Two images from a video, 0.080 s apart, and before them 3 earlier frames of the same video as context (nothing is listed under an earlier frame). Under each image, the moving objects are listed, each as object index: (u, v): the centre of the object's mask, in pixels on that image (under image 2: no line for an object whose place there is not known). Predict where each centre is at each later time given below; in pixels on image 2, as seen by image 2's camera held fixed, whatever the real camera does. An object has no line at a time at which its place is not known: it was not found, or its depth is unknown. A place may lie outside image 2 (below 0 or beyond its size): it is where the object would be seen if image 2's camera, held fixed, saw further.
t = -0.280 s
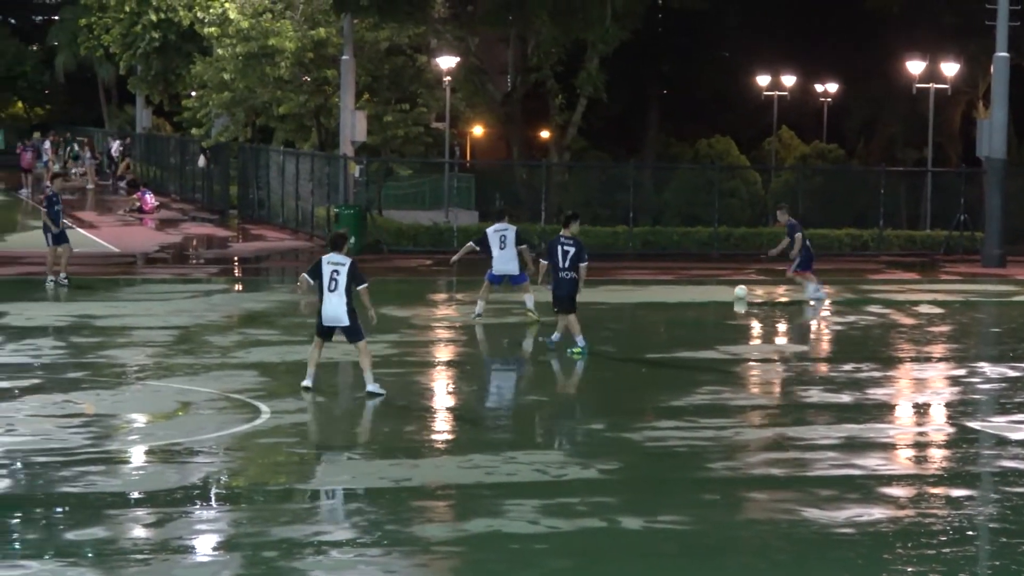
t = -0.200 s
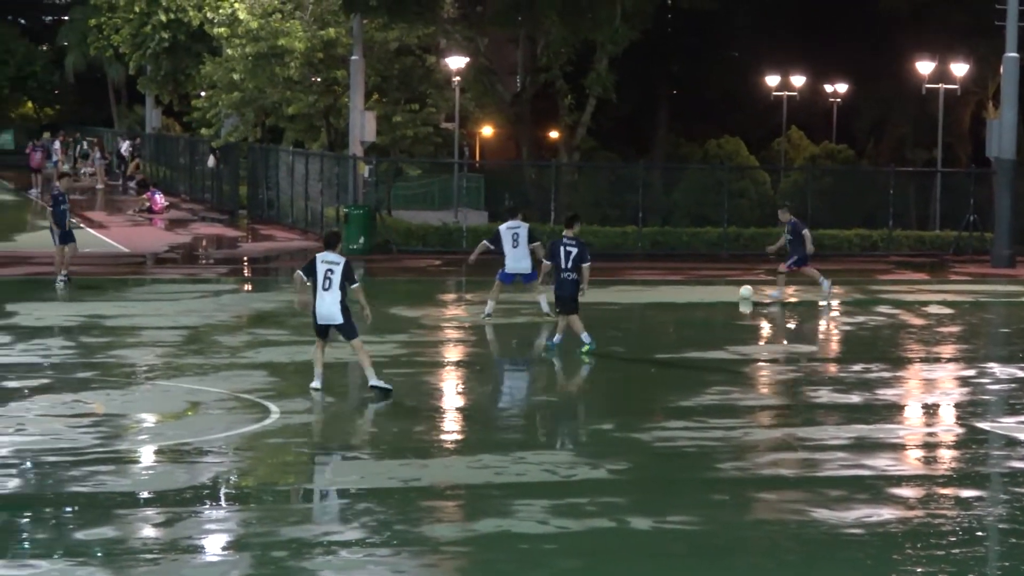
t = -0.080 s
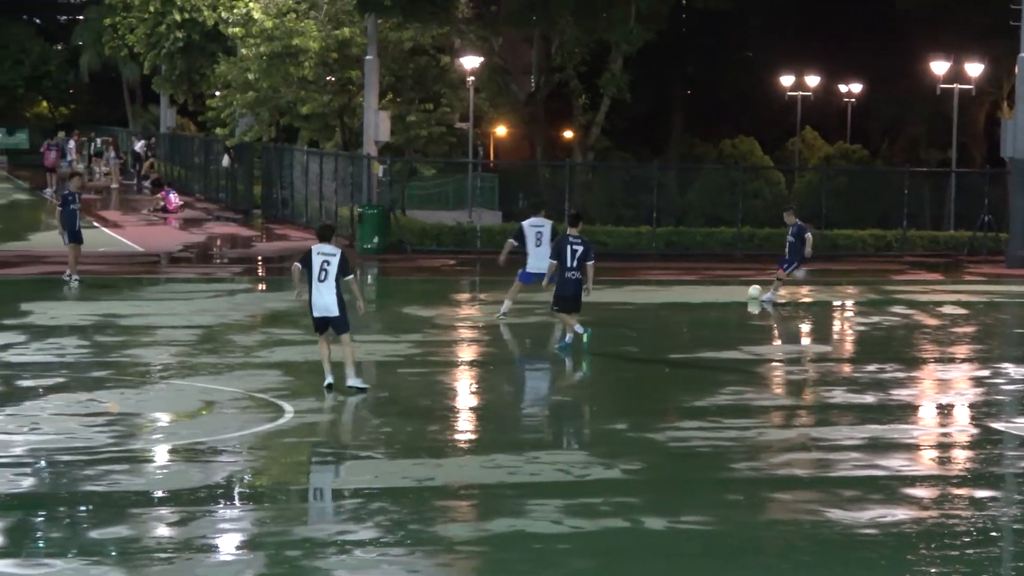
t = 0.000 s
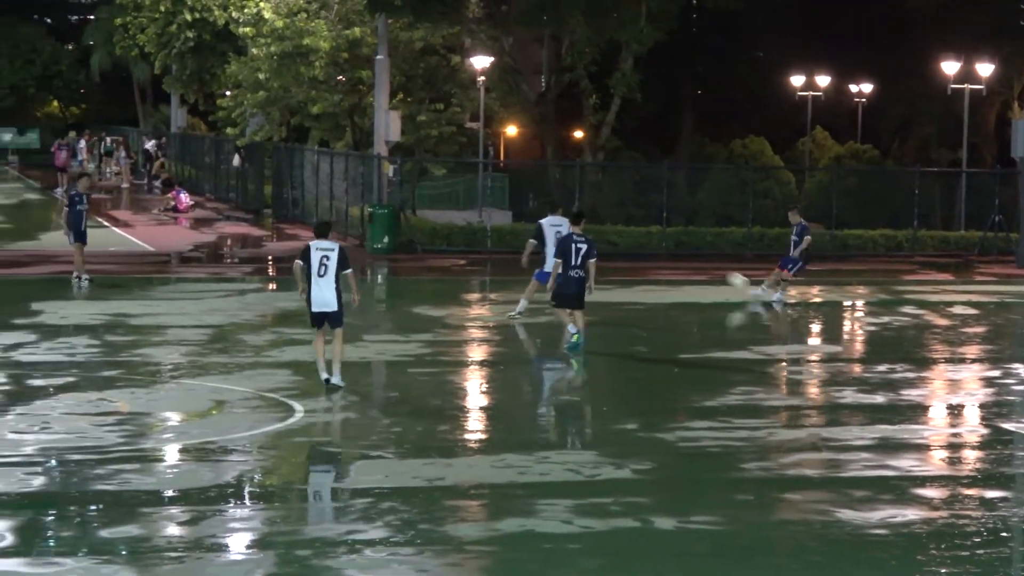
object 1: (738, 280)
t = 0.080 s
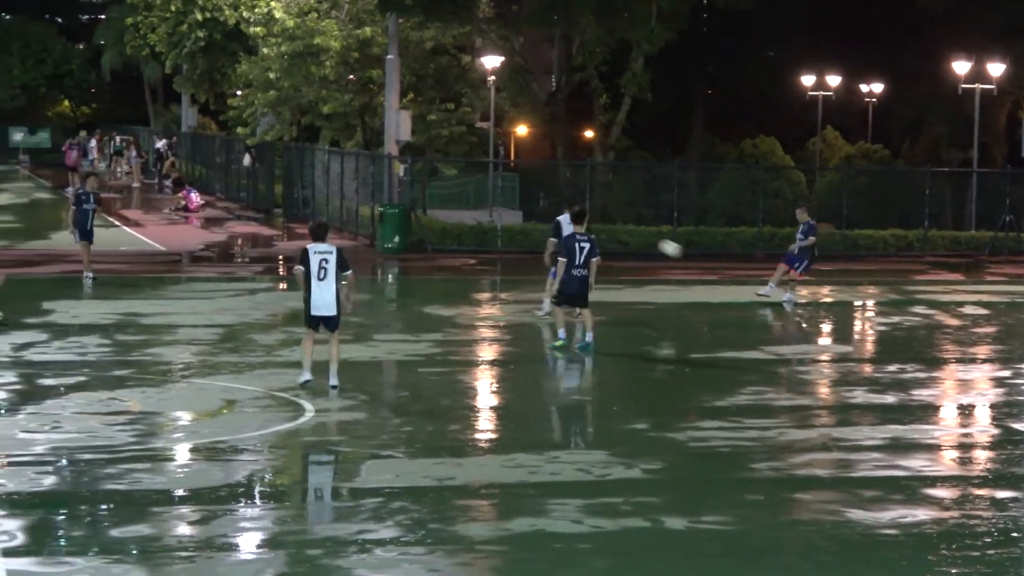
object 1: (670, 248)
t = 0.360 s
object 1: (414, 159)
